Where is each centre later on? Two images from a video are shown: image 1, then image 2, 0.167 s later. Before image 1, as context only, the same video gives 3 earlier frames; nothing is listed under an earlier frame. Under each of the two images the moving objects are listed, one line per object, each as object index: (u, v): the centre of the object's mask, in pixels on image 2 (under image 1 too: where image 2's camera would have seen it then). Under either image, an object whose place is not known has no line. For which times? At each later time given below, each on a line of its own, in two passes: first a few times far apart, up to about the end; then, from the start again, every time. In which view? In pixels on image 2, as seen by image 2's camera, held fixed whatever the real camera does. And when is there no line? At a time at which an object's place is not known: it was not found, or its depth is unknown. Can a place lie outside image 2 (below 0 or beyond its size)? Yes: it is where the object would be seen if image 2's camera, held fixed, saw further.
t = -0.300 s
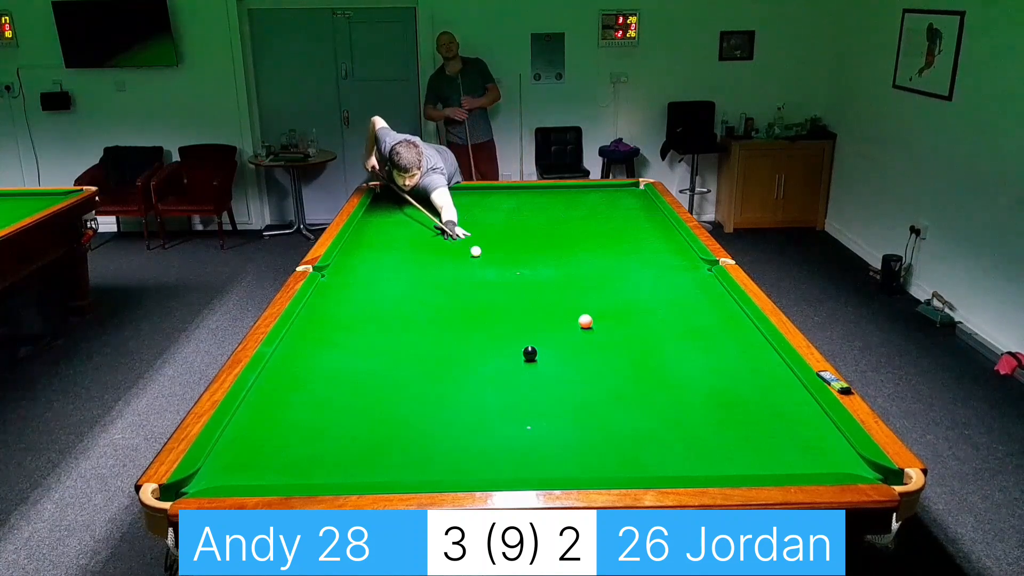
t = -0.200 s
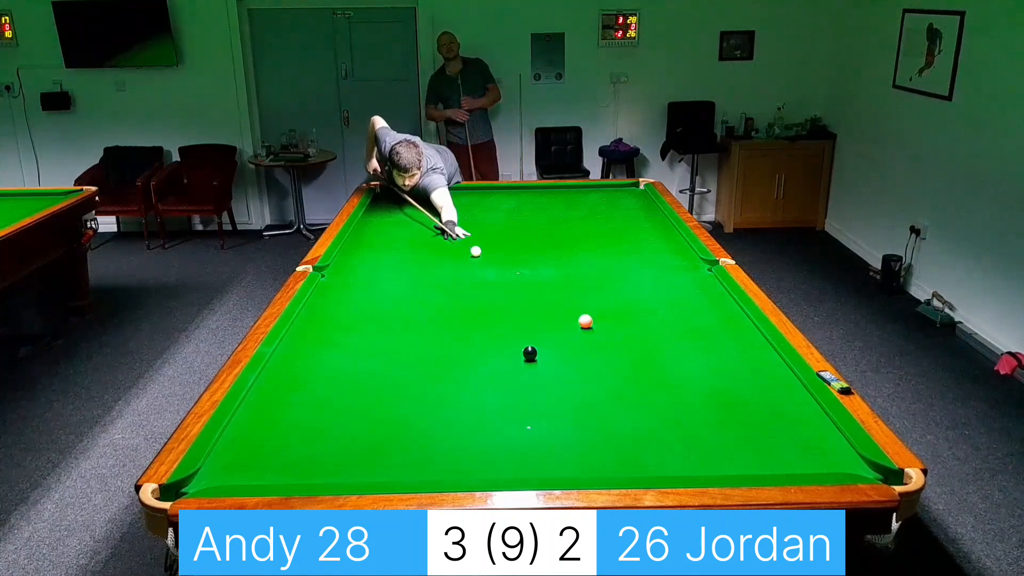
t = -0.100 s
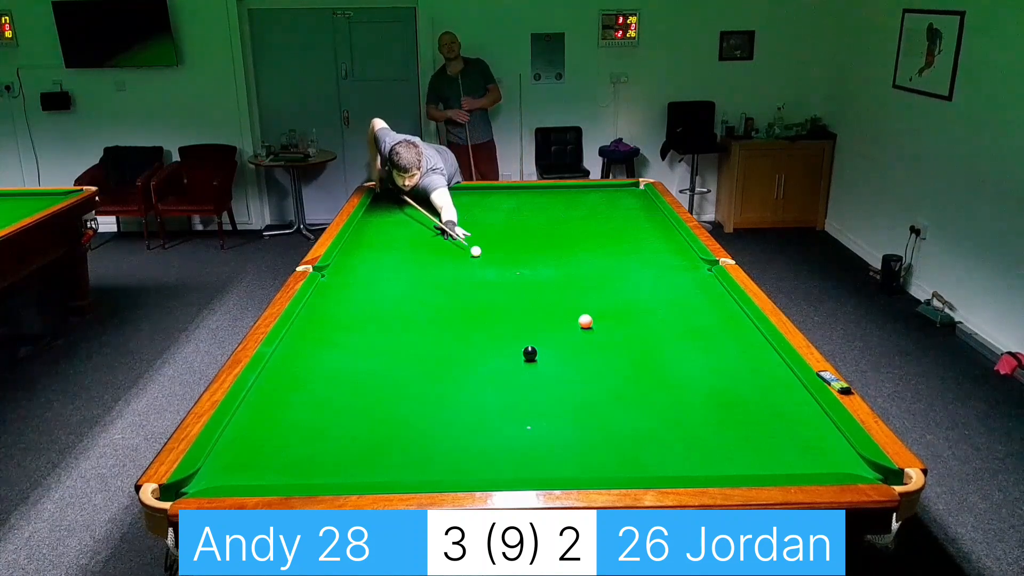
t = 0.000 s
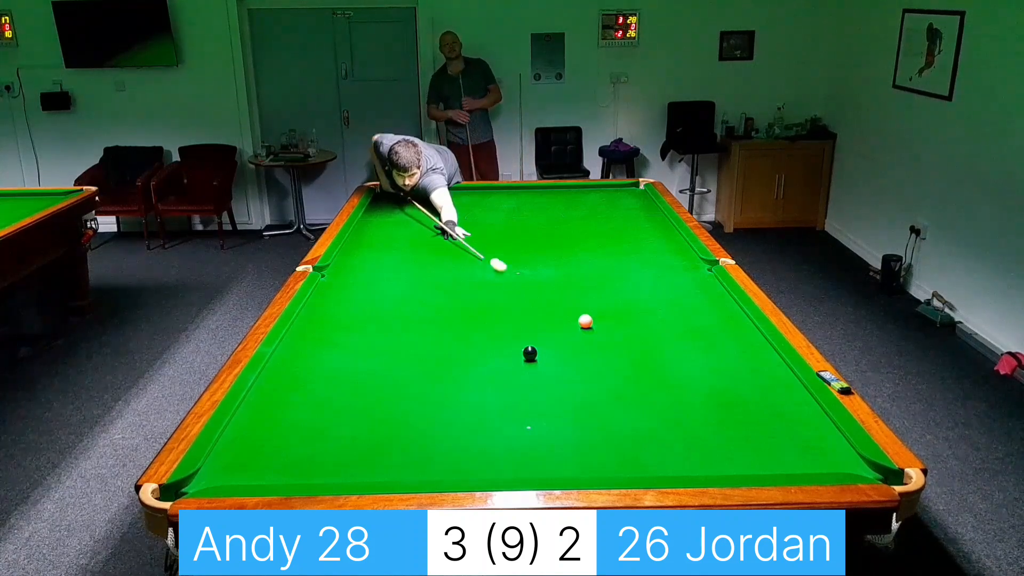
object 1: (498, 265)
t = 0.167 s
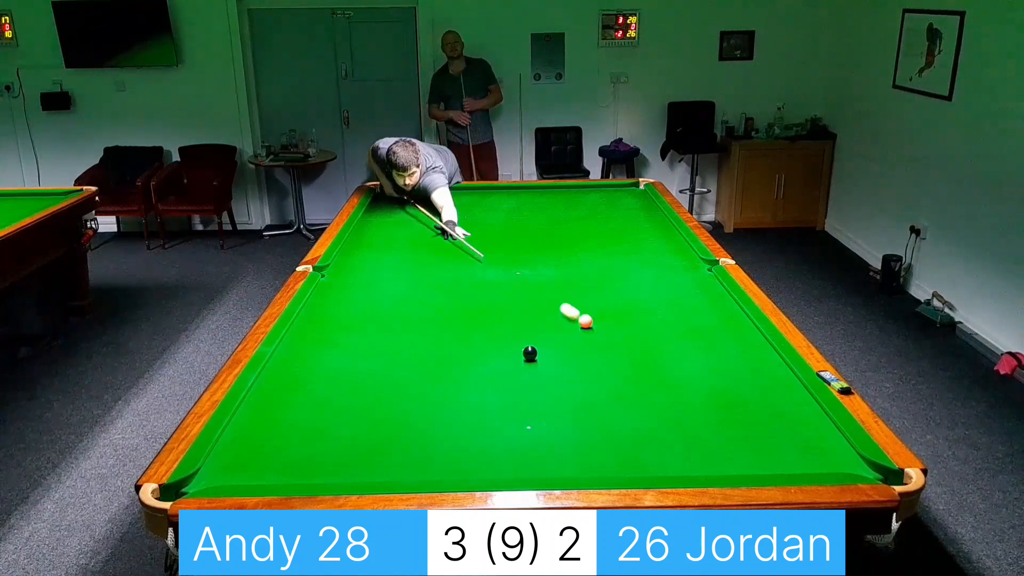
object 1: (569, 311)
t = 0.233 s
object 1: (575, 318)
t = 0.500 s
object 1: (574, 330)
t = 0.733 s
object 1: (574, 341)
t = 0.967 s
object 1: (574, 352)
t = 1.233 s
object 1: (574, 364)
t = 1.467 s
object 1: (575, 374)
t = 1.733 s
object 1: (575, 387)
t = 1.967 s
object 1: (575, 397)
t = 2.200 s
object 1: (576, 408)
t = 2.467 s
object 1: (576, 419)
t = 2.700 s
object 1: (577, 429)
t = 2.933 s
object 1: (577, 438)
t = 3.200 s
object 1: (577, 448)
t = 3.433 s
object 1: (577, 455)
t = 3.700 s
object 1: (577, 463)
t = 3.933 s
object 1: (577, 468)
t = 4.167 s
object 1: (577, 471)
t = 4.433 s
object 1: (576, 469)
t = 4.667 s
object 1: (576, 468)
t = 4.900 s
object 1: (575, 467)
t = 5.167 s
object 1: (575, 467)
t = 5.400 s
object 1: (575, 468)
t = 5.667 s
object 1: (575, 468)
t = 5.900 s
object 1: (575, 467)
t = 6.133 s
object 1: (575, 467)
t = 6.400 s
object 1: (575, 467)
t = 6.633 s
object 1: (575, 467)
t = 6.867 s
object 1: (575, 467)
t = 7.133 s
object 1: (575, 467)
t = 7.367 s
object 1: (575, 467)
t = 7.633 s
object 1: (575, 467)
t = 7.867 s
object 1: (575, 467)
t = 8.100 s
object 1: (575, 467)
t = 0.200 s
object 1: (576, 317)
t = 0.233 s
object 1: (575, 318)
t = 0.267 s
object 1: (574, 320)
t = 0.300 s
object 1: (574, 321)
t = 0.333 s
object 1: (574, 323)
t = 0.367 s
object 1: (574, 324)
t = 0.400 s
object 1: (574, 326)
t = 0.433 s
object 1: (574, 327)
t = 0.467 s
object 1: (574, 329)
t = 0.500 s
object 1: (574, 330)
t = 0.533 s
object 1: (574, 332)
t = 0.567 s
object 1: (574, 333)
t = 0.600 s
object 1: (574, 335)
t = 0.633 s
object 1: (574, 336)
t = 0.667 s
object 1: (574, 338)
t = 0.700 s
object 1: (574, 339)
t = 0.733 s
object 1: (574, 341)
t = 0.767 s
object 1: (574, 342)
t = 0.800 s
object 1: (574, 344)
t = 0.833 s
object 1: (574, 345)
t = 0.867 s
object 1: (574, 347)
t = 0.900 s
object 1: (574, 349)
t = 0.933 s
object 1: (574, 350)
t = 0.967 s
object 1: (574, 352)
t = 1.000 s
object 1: (574, 353)
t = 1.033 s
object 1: (574, 355)
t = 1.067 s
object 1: (574, 356)
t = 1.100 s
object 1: (574, 358)
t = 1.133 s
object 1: (574, 359)
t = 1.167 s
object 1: (574, 361)
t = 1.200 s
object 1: (574, 362)
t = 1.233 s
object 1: (574, 364)
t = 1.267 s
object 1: (574, 366)
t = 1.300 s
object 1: (574, 367)
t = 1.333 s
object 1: (574, 368)
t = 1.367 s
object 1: (574, 370)
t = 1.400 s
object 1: (575, 371)
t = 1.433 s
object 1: (574, 373)
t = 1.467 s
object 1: (575, 374)
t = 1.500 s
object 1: (574, 376)
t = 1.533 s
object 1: (574, 377)
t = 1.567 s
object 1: (574, 380)
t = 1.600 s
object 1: (574, 380)
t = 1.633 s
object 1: (575, 383)
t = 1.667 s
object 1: (575, 384)
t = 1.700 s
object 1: (575, 386)
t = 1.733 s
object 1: (575, 387)
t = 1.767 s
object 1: (575, 389)
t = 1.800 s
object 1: (575, 390)
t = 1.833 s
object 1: (575, 391)
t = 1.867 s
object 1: (575, 393)
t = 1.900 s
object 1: (575, 394)
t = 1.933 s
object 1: (575, 395)
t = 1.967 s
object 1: (575, 397)
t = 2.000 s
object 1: (575, 399)
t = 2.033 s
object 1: (575, 400)
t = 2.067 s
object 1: (575, 402)
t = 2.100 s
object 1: (575, 403)
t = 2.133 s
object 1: (575, 404)
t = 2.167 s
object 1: (576, 406)
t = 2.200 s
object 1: (576, 408)
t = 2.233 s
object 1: (576, 409)
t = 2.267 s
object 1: (576, 410)
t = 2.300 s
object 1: (576, 412)
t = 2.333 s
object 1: (576, 414)
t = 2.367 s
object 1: (576, 415)
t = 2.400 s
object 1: (576, 416)
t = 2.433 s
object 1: (576, 418)
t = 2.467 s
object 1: (576, 419)
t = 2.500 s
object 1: (576, 421)
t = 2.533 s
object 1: (577, 422)
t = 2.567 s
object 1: (577, 423)
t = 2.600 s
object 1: (577, 426)
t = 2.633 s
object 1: (577, 426)
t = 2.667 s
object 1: (577, 428)
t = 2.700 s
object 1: (577, 429)
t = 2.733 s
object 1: (577, 431)
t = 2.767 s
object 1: (577, 432)
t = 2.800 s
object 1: (577, 433)
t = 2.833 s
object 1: (577, 434)
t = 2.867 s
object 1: (577, 436)
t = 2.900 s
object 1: (577, 437)
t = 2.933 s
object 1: (577, 438)
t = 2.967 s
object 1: (577, 439)
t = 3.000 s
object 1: (577, 441)
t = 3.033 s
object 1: (577, 442)
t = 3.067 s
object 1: (577, 443)
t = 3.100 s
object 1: (577, 444)
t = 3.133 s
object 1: (577, 445)
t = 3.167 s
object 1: (577, 447)
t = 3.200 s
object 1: (577, 448)
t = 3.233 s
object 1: (577, 449)
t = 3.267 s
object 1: (577, 450)
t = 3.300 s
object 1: (577, 451)
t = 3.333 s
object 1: (577, 452)
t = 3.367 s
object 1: (577, 454)
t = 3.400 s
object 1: (577, 455)
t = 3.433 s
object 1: (577, 455)
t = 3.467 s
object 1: (577, 457)
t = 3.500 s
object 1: (577, 458)
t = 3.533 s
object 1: (577, 459)
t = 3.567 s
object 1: (577, 459)
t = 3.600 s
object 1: (577, 461)
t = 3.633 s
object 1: (577, 462)
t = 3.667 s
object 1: (577, 462)
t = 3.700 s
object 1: (577, 463)
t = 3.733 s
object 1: (577, 464)
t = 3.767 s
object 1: (577, 465)
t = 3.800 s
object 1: (577, 466)
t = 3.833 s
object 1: (577, 466)
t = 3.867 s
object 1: (577, 466)
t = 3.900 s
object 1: (577, 467)
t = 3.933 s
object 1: (577, 468)
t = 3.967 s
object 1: (577, 468)
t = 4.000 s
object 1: (577, 469)
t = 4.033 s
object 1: (577, 469)
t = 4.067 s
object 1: (577, 470)
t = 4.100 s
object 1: (577, 470)
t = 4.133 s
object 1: (577, 471)
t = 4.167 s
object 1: (577, 471)
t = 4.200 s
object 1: (577, 470)
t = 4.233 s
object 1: (577, 470)
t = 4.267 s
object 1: (576, 470)
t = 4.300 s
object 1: (576, 470)
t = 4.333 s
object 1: (576, 469)
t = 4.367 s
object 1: (576, 469)
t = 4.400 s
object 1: (576, 469)
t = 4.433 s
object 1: (576, 469)
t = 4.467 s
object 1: (576, 469)
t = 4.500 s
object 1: (576, 468)
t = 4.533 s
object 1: (576, 468)
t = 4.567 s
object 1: (576, 468)
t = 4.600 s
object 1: (576, 468)
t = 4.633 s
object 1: (576, 468)
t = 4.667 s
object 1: (576, 468)
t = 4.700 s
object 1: (576, 468)
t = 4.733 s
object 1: (576, 468)
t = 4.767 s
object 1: (576, 468)
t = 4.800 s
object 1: (576, 467)
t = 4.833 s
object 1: (576, 467)
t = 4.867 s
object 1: (576, 467)
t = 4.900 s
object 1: (575, 467)
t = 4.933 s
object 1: (575, 467)
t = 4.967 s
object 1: (575, 467)
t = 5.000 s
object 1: (575, 467)
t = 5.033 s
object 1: (575, 467)
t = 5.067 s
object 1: (575, 467)
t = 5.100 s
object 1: (575, 467)
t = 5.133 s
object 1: (575, 467)
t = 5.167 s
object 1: (575, 467)
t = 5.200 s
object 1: (575, 467)
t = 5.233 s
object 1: (575, 467)
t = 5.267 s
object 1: (575, 467)
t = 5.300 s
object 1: (575, 468)
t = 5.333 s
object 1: (575, 468)
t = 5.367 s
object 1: (575, 468)
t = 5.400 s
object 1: (575, 468)
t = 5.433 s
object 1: (575, 468)
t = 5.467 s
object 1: (575, 468)
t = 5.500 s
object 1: (575, 468)
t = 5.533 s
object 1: (575, 468)
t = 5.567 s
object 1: (575, 468)
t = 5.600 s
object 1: (575, 468)
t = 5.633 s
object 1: (575, 468)
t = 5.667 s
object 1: (575, 468)
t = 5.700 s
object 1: (575, 468)
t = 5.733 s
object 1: (575, 468)
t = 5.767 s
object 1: (575, 468)
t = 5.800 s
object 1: (575, 468)
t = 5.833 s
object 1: (575, 468)
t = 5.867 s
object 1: (575, 467)
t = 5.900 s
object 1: (575, 467)
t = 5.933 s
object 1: (575, 467)
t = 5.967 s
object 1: (575, 467)
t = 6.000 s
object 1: (575, 467)
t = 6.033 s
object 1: (575, 467)
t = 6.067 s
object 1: (575, 467)
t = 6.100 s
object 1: (575, 467)
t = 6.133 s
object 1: (575, 467)
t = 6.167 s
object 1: (575, 467)
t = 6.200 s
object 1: (575, 467)
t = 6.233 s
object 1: (575, 467)
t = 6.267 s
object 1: (575, 467)
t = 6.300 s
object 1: (575, 467)
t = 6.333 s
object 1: (575, 467)
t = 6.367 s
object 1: (575, 467)
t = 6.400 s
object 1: (575, 467)
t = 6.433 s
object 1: (575, 467)
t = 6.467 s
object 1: (575, 467)
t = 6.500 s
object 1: (575, 467)
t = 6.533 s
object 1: (575, 467)
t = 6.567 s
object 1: (575, 467)
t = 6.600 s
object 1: (575, 467)
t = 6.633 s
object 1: (575, 467)
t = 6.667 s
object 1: (575, 467)
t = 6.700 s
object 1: (575, 467)
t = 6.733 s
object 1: (575, 467)
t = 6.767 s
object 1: (575, 467)
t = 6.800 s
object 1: (575, 468)
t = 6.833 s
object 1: (575, 467)
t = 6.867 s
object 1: (575, 467)
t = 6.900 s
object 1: (575, 467)
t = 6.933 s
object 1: (575, 467)
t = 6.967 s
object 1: (575, 467)
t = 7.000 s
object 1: (575, 467)
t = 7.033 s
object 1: (575, 467)
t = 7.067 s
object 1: (575, 467)
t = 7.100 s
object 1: (575, 467)
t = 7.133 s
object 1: (575, 467)
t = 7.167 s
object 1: (575, 467)
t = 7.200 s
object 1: (575, 467)
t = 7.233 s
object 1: (575, 467)
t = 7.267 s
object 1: (575, 467)
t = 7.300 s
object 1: (575, 467)
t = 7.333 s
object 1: (575, 467)
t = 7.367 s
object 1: (575, 467)
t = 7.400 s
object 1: (575, 467)
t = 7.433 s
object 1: (575, 467)
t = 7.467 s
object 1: (575, 467)
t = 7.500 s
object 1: (575, 467)
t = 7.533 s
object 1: (575, 467)
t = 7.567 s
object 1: (575, 467)
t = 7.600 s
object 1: (575, 467)
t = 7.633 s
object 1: (575, 467)
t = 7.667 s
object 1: (575, 467)
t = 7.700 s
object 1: (575, 467)
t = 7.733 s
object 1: (575, 467)
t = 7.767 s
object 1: (575, 467)
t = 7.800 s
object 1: (575, 467)
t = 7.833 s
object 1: (575, 467)
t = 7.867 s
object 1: (575, 467)
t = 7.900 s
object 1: (575, 467)
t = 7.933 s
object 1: (575, 467)
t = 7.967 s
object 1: (575, 467)
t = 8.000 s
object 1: (575, 467)
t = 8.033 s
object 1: (575, 467)
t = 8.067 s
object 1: (575, 467)
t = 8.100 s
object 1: (575, 467)
